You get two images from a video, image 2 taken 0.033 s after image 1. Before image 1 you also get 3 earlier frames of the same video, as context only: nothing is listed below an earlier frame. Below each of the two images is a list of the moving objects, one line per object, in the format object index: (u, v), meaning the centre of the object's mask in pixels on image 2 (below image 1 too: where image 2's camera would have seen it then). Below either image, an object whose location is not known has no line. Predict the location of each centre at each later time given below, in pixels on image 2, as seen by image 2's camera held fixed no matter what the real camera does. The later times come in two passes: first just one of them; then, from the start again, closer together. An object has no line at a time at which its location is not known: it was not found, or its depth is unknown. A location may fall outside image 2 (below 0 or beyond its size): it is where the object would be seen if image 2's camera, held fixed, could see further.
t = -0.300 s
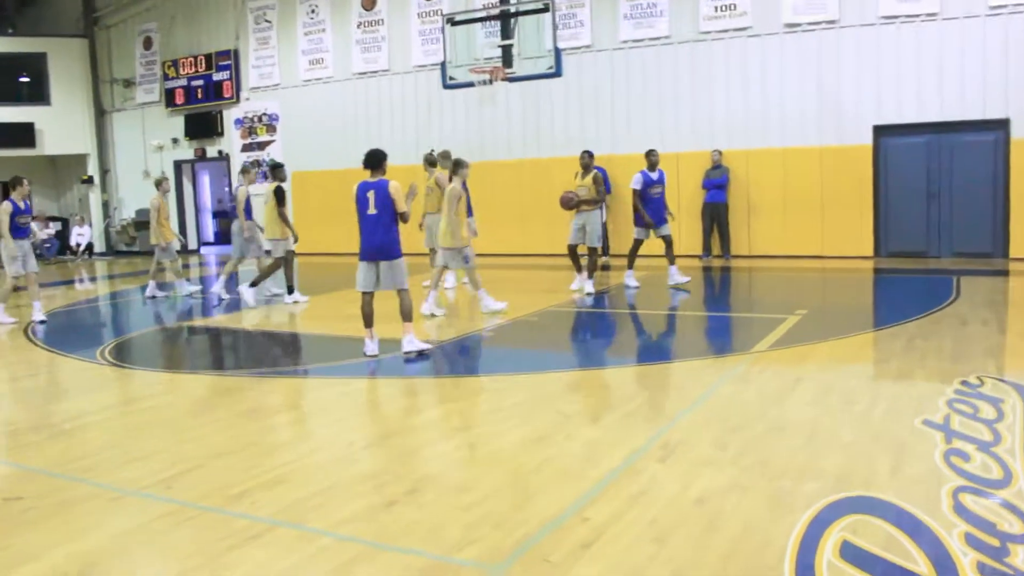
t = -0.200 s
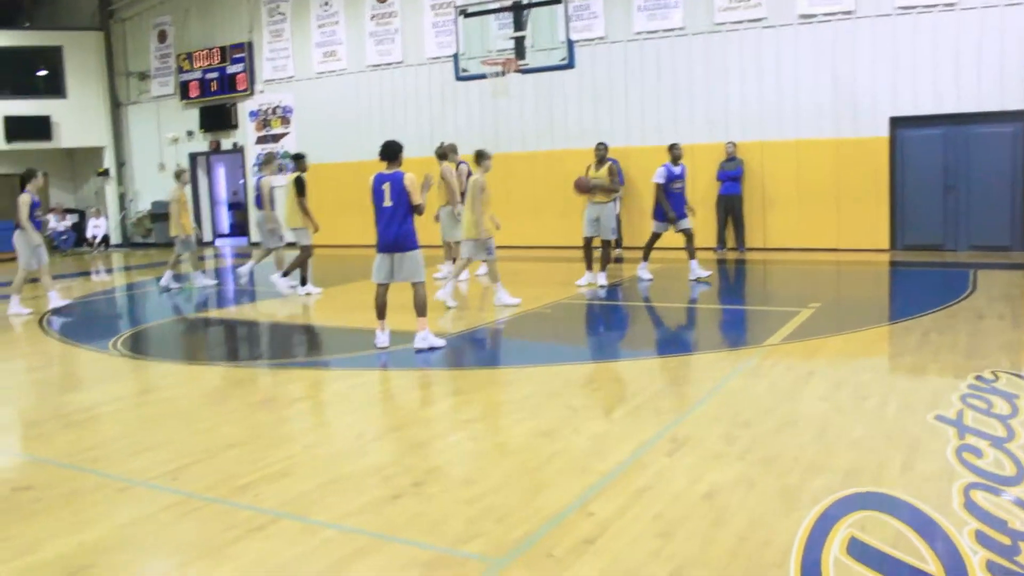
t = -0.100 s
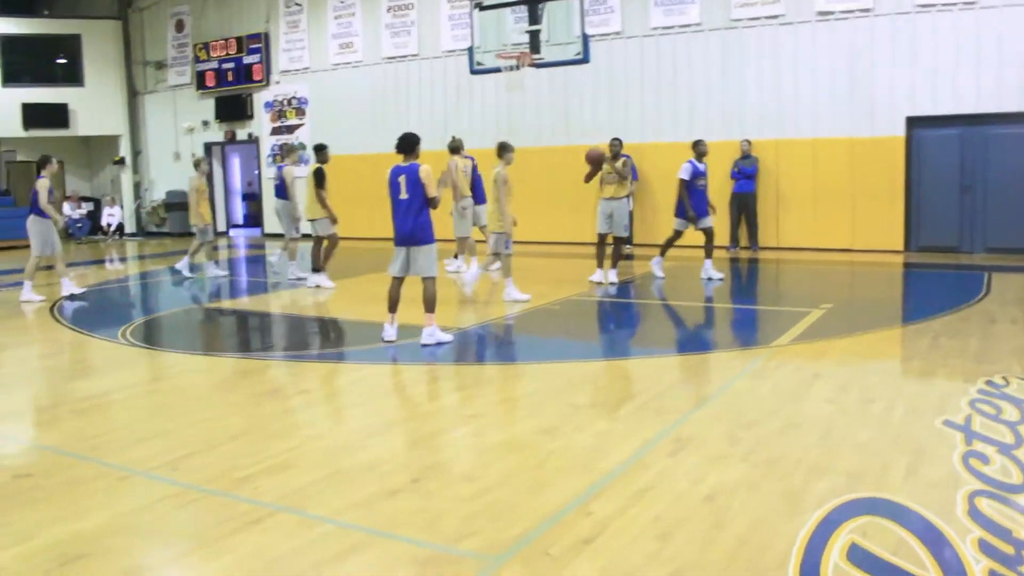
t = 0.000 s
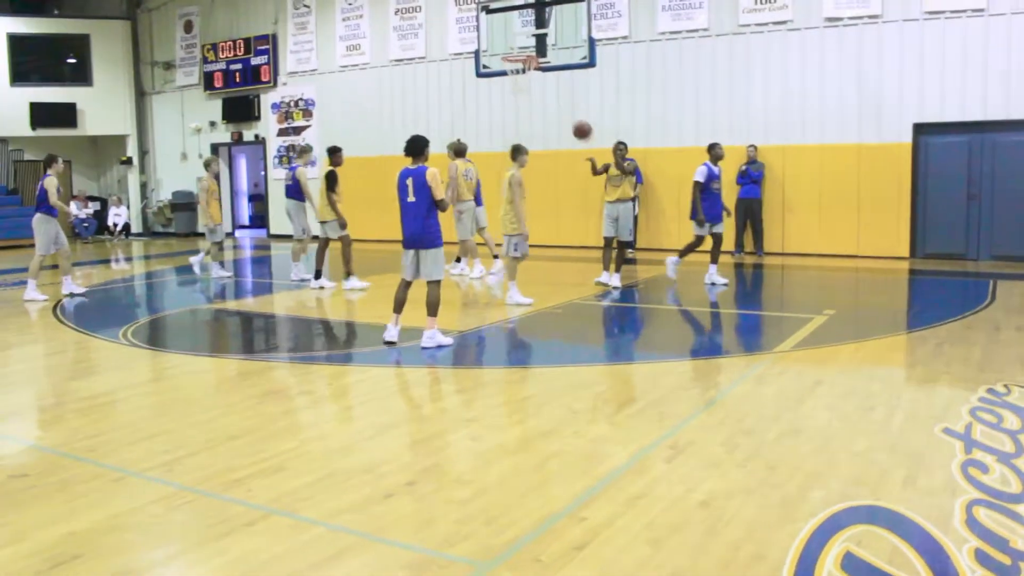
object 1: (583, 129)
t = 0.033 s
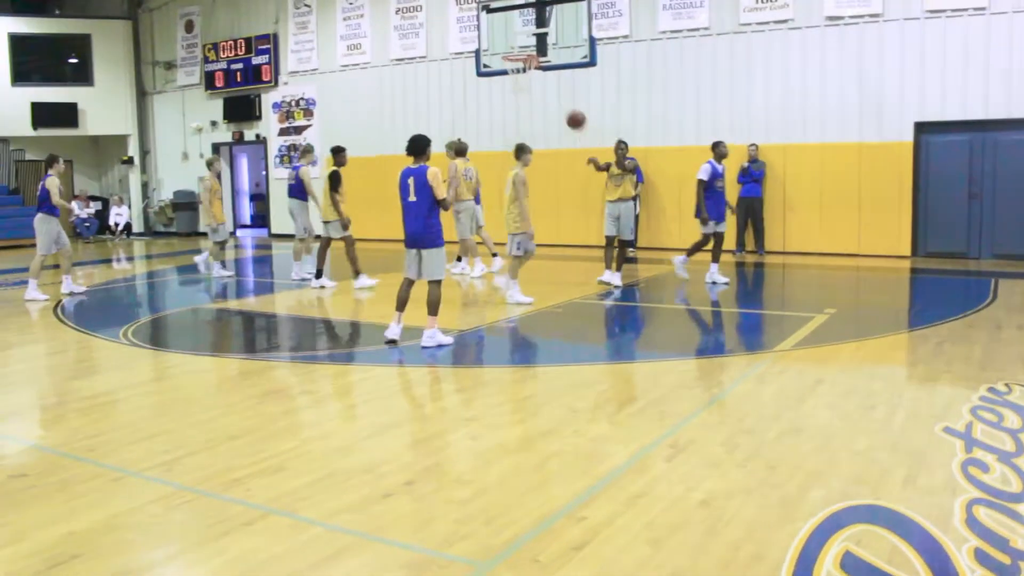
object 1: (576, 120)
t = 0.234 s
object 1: (529, 78)
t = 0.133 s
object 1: (554, 95)
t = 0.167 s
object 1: (546, 89)
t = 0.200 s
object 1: (537, 83)
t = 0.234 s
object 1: (529, 78)
